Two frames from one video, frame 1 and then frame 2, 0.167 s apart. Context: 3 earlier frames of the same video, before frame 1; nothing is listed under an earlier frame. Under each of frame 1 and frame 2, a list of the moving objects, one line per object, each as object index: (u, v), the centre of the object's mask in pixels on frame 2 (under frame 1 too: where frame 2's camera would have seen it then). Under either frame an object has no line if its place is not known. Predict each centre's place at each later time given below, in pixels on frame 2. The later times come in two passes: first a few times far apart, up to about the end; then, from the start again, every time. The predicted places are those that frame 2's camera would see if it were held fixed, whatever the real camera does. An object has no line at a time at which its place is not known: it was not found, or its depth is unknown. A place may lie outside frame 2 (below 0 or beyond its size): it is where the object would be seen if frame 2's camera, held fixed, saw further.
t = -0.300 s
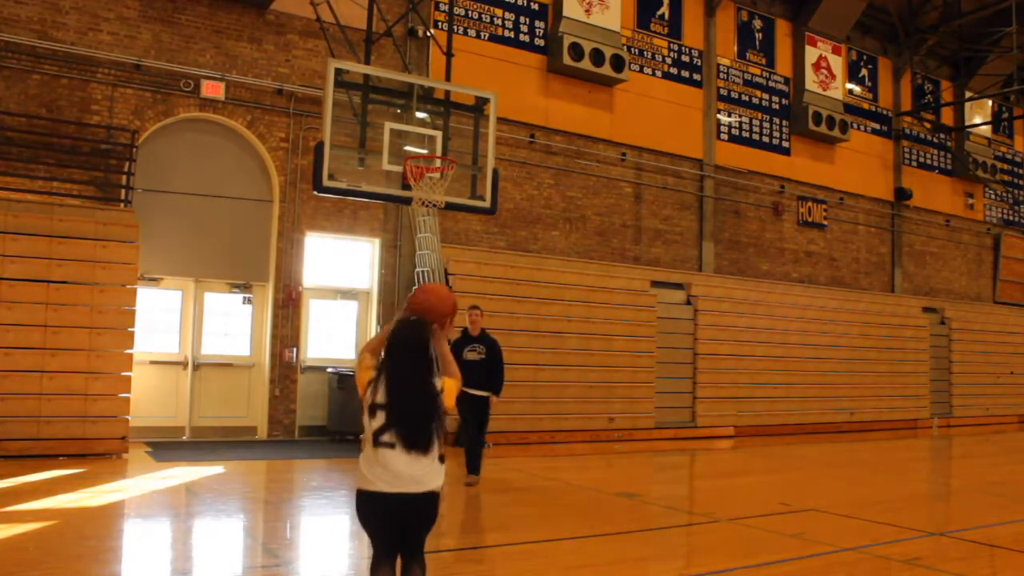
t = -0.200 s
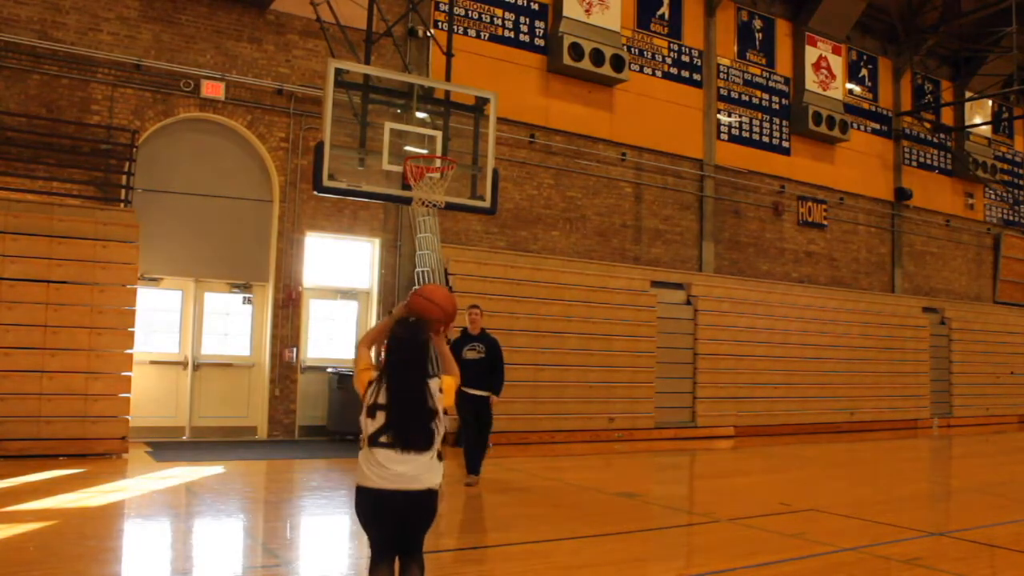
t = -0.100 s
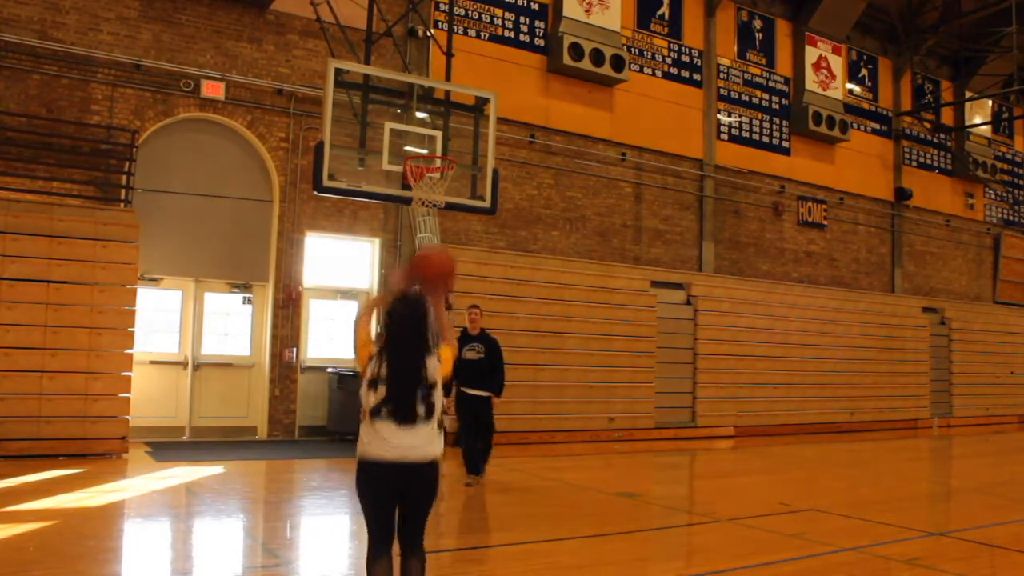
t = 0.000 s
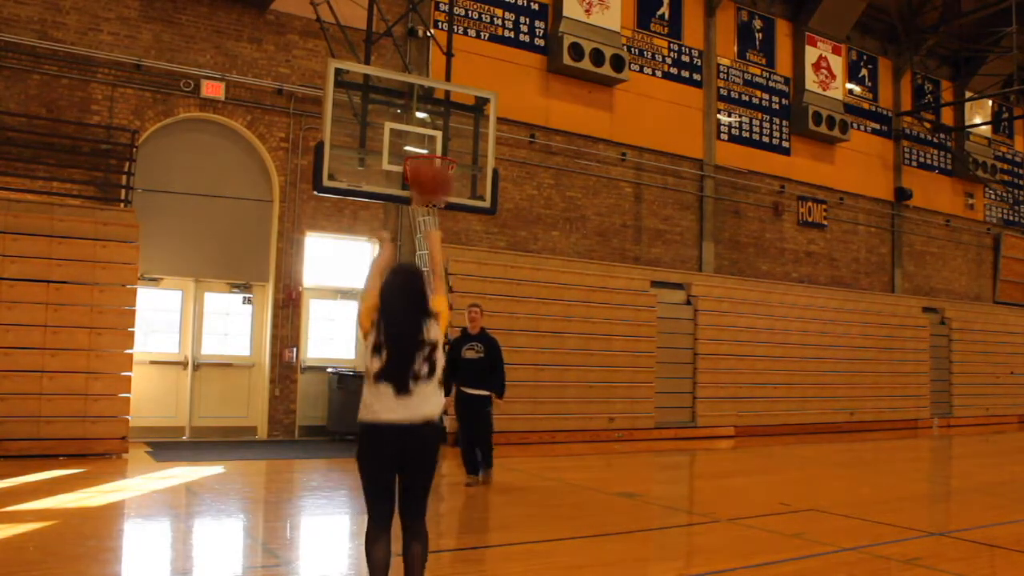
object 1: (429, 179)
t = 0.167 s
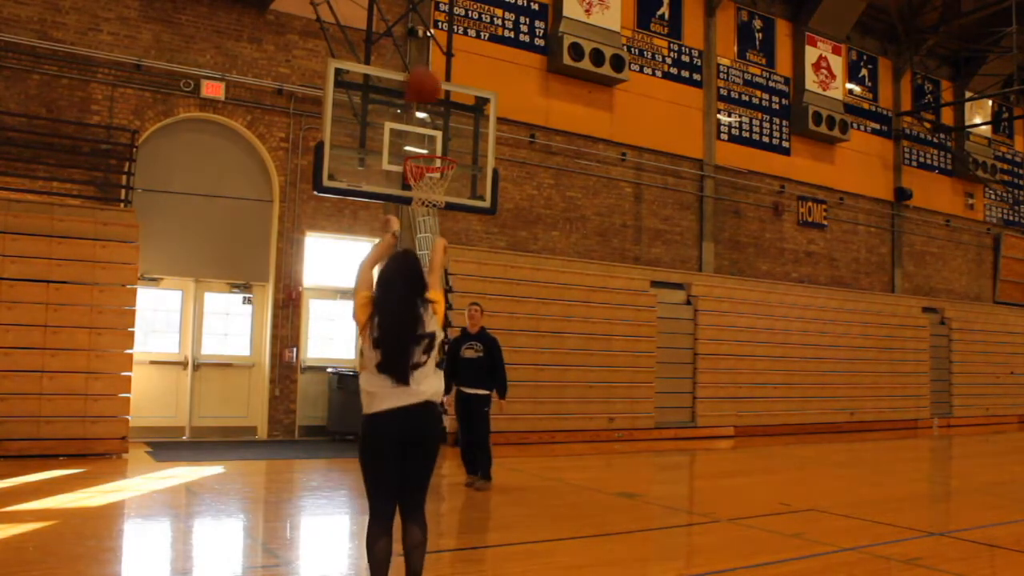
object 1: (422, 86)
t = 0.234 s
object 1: (419, 69)
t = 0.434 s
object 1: (412, 55)
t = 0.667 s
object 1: (400, 98)
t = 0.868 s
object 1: (385, 163)
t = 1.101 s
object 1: (379, 199)
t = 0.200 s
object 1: (420, 78)
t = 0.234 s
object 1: (419, 69)
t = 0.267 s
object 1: (418, 62)
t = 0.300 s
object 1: (417, 58)
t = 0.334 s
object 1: (416, 55)
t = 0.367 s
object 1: (414, 55)
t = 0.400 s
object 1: (414, 55)
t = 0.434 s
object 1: (412, 55)
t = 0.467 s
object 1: (410, 57)
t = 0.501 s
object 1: (408, 62)
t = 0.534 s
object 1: (406, 67)
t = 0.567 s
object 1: (405, 73)
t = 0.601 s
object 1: (404, 80)
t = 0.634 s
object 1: (401, 90)
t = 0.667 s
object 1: (400, 98)
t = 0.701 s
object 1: (398, 108)
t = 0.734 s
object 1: (397, 118)
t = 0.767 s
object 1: (396, 133)
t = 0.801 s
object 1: (393, 146)
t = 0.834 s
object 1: (392, 155)
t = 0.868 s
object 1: (385, 163)
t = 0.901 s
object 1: (383, 165)
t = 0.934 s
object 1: (383, 169)
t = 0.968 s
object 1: (381, 172)
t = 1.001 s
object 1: (380, 177)
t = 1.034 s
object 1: (380, 181)
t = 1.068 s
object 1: (378, 189)
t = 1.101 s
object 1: (379, 199)
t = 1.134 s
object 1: (378, 208)
